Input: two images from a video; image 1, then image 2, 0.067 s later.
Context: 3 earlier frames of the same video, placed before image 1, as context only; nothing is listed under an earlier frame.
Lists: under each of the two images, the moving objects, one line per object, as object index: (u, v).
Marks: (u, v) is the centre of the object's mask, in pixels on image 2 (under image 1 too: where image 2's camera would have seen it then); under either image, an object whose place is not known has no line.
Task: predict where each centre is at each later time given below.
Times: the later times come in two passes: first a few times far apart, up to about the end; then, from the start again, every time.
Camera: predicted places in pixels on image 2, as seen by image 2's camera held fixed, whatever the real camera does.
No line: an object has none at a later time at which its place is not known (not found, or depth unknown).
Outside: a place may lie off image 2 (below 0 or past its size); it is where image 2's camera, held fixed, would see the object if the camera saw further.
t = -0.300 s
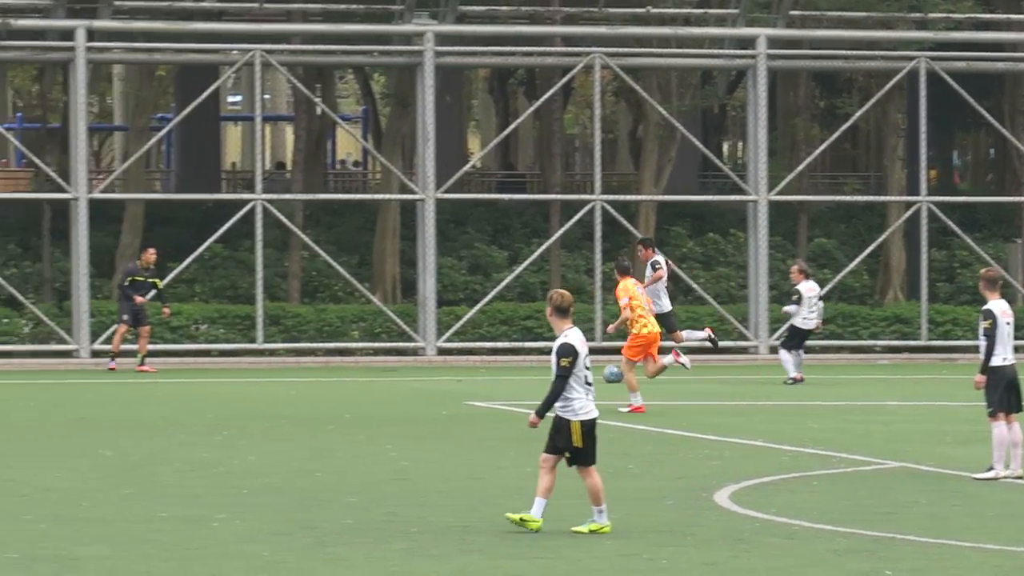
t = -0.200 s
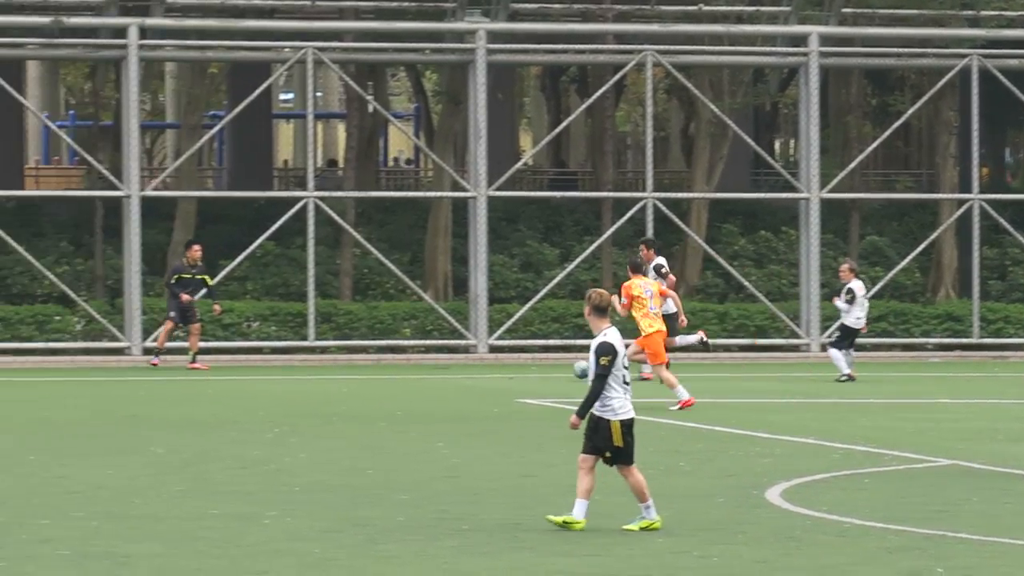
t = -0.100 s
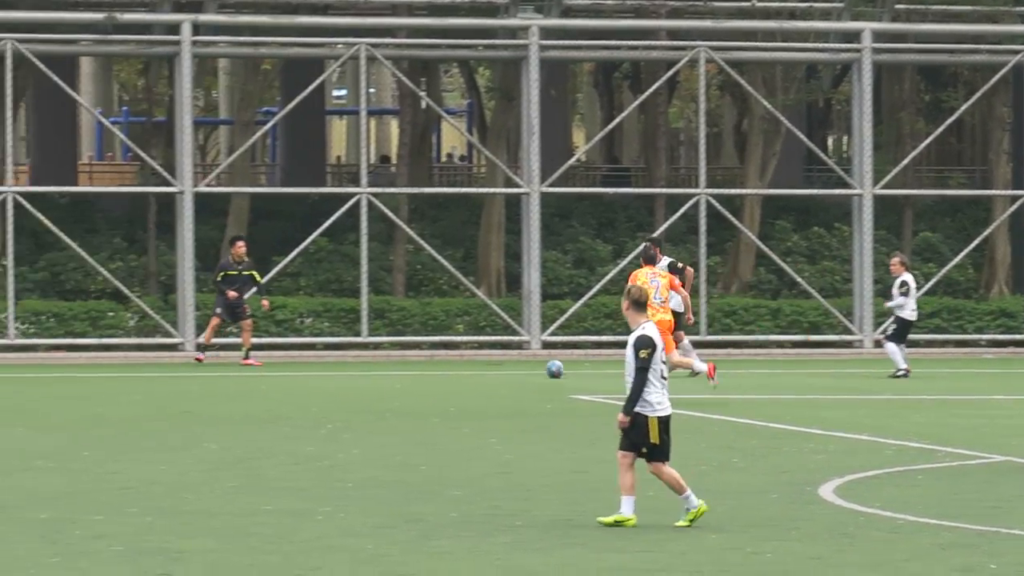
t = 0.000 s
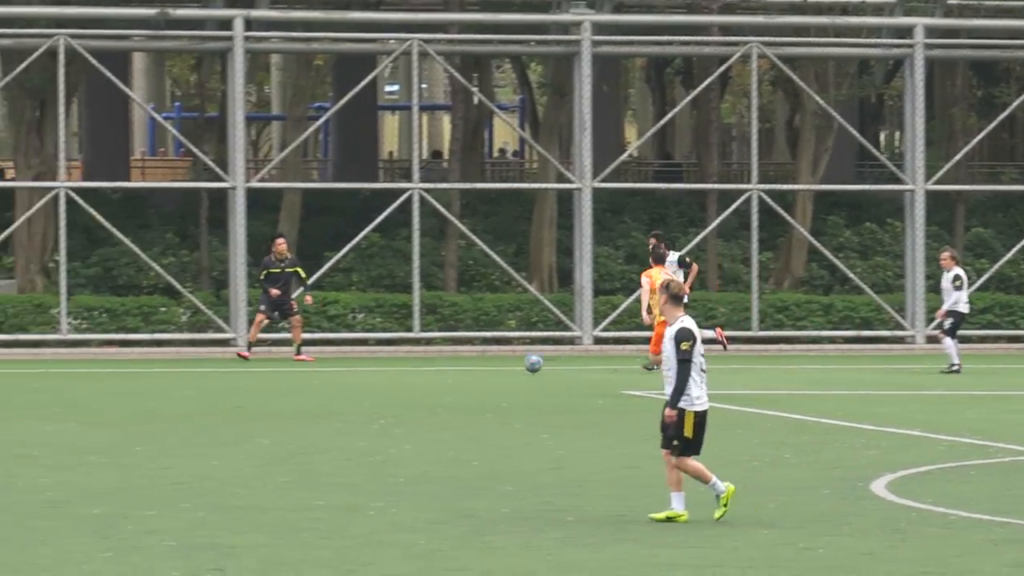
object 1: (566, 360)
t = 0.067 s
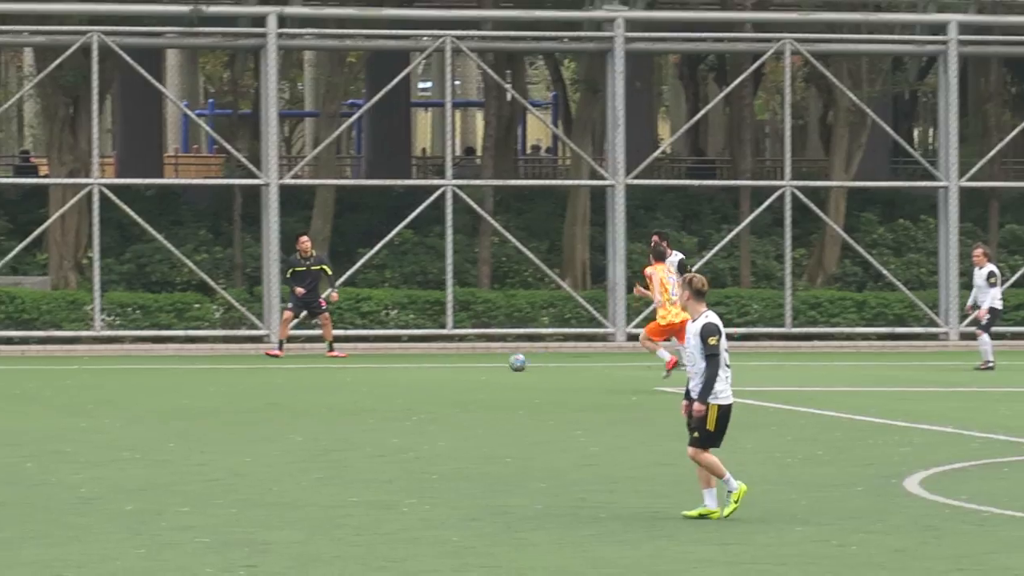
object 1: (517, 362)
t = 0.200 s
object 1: (431, 363)
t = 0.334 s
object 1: (352, 363)
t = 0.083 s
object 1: (507, 362)
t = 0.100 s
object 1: (495, 362)
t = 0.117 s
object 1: (485, 361)
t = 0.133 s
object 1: (474, 361)
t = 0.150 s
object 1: (464, 361)
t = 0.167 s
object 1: (453, 362)
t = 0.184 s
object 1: (442, 362)
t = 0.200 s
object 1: (431, 363)
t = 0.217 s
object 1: (420, 364)
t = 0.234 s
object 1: (410, 365)
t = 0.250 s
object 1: (399, 365)
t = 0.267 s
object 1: (390, 364)
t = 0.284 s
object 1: (380, 364)
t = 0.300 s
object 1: (370, 363)
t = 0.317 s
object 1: (361, 363)
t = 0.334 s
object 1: (352, 363)
